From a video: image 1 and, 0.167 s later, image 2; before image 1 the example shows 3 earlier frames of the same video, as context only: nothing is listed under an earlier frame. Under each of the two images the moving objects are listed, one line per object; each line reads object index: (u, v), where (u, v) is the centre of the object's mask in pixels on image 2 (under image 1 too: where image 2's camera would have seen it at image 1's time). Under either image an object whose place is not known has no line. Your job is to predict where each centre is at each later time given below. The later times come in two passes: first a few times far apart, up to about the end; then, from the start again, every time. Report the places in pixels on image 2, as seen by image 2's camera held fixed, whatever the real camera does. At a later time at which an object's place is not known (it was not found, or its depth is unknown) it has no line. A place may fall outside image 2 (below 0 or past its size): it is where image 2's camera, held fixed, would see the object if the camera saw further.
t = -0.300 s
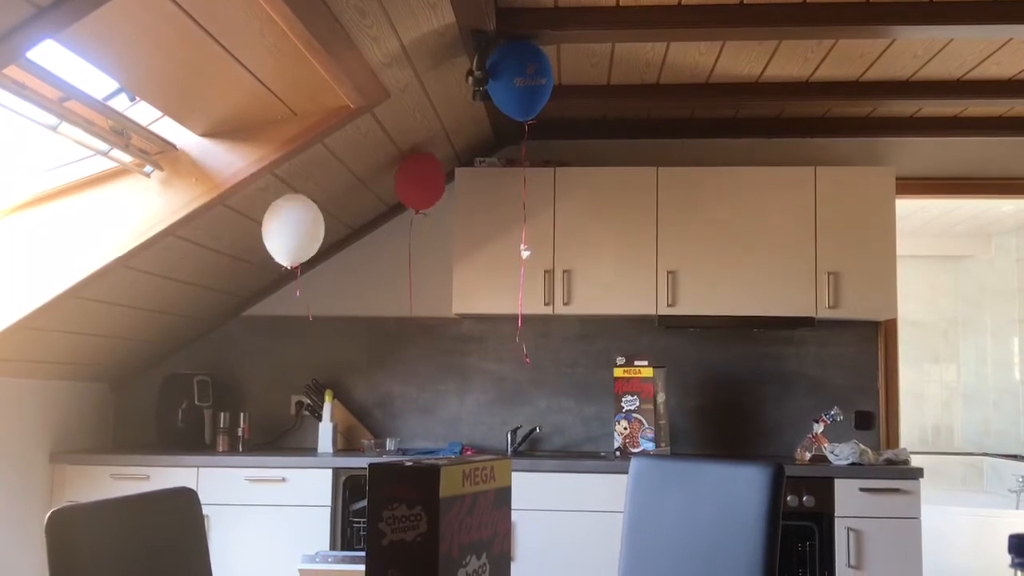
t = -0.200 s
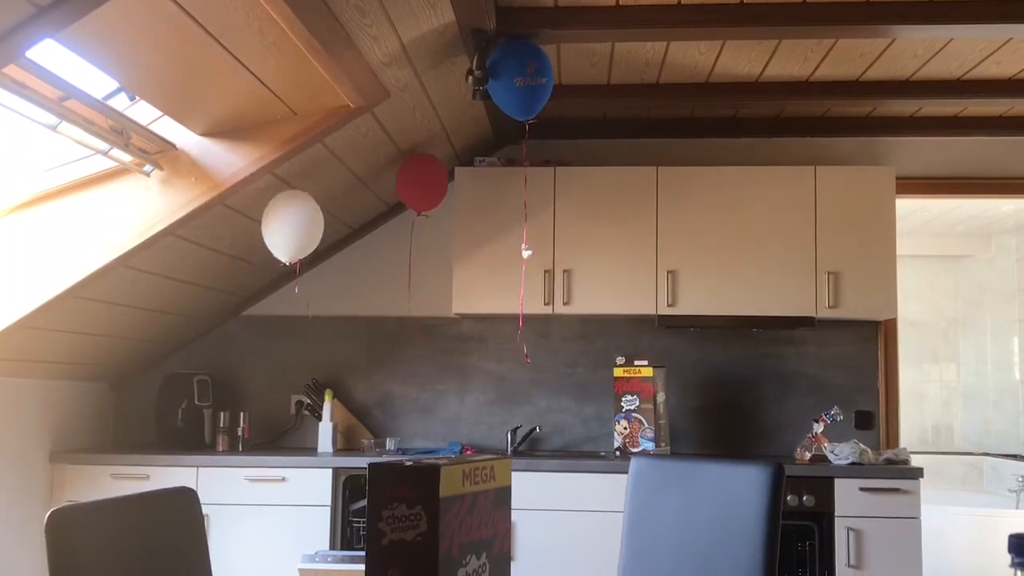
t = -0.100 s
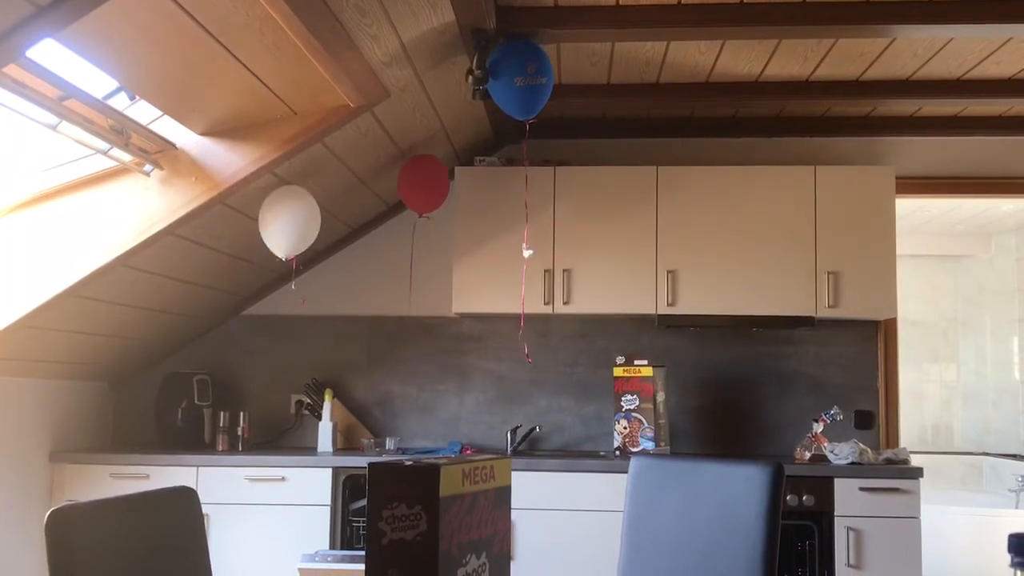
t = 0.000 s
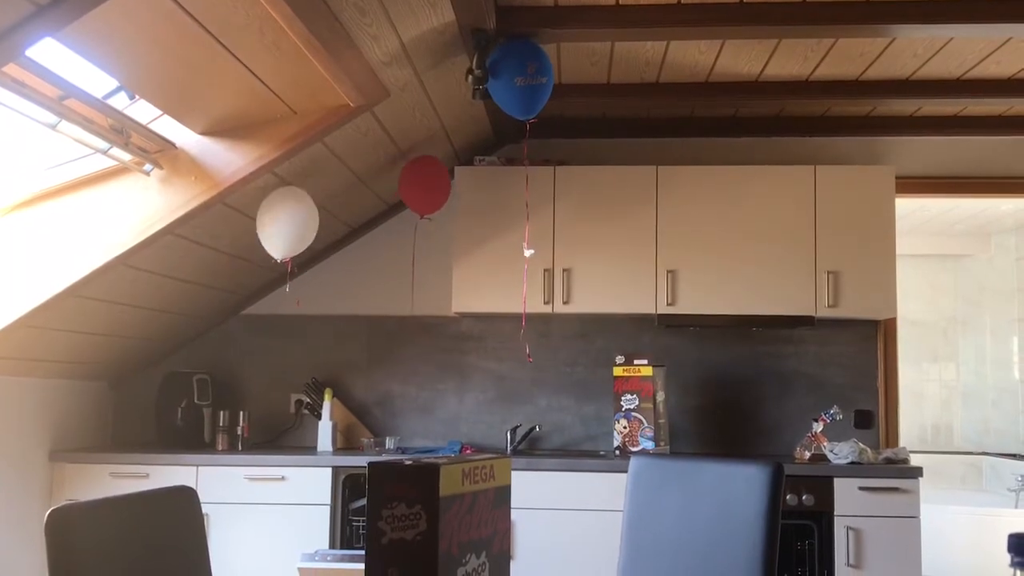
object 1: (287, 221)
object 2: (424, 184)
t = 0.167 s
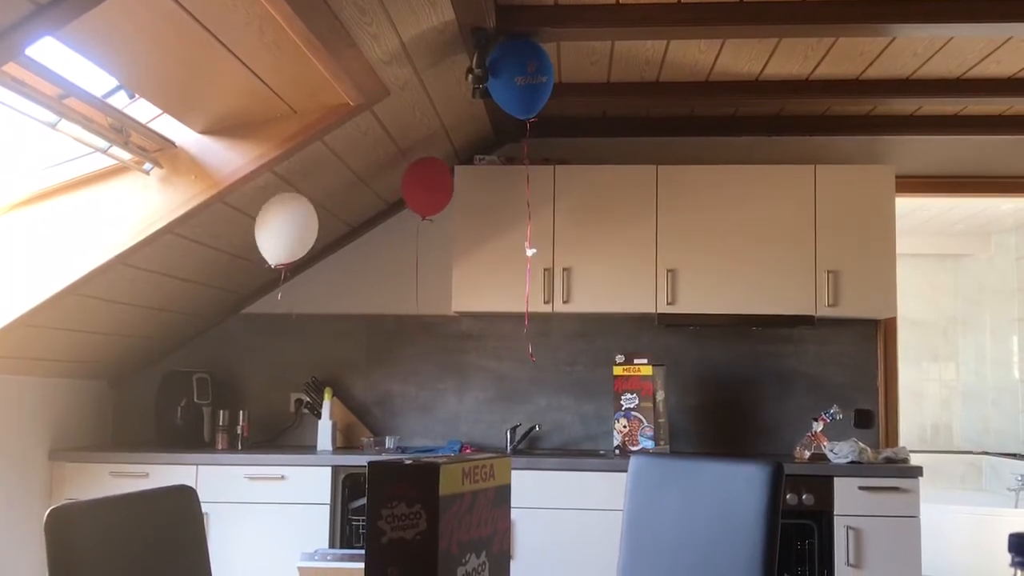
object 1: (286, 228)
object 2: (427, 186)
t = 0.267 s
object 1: (286, 231)
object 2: (428, 187)
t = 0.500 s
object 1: (292, 236)
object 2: (430, 188)
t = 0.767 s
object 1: (311, 253)
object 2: (431, 186)
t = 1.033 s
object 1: (336, 291)
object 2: (428, 182)
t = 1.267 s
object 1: (362, 352)
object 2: (425, 177)
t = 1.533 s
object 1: (381, 399)
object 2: (419, 172)
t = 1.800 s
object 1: (376, 420)
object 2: (418, 175)
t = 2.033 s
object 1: (364, 423)
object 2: (417, 177)
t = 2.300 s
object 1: (356, 416)
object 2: (415, 179)
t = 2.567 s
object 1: (352, 412)
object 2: (413, 179)
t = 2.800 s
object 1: (351, 409)
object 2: (409, 178)
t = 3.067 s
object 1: (350, 402)
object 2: (404, 175)
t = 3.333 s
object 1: (351, 389)
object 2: (402, 176)
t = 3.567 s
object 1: (354, 376)
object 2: (401, 177)
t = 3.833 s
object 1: (357, 362)
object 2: (399, 176)
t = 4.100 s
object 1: (356, 345)
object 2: (397, 176)
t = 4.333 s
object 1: (354, 328)
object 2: (397, 176)
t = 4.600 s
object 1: (352, 310)
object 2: (397, 175)
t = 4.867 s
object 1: (353, 294)
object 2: (397, 175)
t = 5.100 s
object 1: (368, 267)
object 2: (394, 176)
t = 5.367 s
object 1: (395, 247)
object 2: (392, 177)
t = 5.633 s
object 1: (409, 247)
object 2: (389, 178)
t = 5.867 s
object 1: (410, 257)
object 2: (386, 180)
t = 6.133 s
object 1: (400, 273)
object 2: (380, 184)
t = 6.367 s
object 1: (385, 284)
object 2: (375, 186)
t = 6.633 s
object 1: (373, 295)
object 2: (370, 190)
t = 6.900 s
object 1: (369, 303)
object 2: (365, 197)
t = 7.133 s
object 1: (371, 310)
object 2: (359, 202)
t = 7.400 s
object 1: (377, 316)
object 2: (352, 207)
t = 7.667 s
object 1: (385, 321)
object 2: (343, 210)
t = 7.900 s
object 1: (392, 323)
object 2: (333, 212)
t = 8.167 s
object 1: (398, 324)
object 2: (319, 212)
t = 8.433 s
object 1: (402, 323)
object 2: (309, 219)
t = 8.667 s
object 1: (403, 322)
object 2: (299, 223)
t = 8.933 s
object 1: (399, 320)
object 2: (286, 226)
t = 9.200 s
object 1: (396, 316)
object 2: (274, 231)
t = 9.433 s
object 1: (392, 312)
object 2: (265, 234)
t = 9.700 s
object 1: (385, 308)
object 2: (252, 235)
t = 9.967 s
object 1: (375, 303)
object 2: (243, 234)
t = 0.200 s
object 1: (286, 229)
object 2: (428, 187)
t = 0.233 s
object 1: (286, 230)
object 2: (428, 187)
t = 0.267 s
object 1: (286, 231)
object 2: (428, 187)
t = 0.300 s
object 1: (286, 231)
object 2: (428, 187)
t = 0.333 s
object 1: (287, 232)
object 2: (429, 188)
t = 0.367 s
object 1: (288, 233)
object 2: (429, 188)
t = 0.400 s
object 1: (288, 233)
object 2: (430, 188)
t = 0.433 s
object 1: (290, 234)
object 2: (430, 188)
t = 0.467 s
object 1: (291, 235)
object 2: (430, 188)
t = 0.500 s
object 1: (292, 236)
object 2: (430, 188)
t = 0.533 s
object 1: (294, 237)
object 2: (431, 188)
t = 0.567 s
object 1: (296, 239)
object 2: (431, 188)
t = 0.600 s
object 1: (298, 241)
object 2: (431, 188)
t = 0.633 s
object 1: (300, 243)
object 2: (431, 188)
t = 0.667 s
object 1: (303, 245)
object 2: (431, 187)
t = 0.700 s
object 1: (306, 247)
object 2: (431, 187)
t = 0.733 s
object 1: (309, 250)
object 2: (431, 187)
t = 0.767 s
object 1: (311, 253)
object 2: (431, 186)
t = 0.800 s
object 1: (314, 256)
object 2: (430, 186)
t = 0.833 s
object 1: (317, 260)
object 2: (430, 185)
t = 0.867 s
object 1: (320, 263)
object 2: (430, 185)
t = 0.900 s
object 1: (323, 267)
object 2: (430, 185)
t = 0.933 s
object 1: (326, 273)
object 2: (430, 184)
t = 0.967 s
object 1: (329, 278)
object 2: (429, 184)
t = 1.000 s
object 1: (333, 284)
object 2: (429, 183)
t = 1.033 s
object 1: (336, 291)
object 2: (428, 182)
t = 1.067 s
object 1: (340, 299)
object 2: (428, 182)
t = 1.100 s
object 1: (343, 307)
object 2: (427, 181)
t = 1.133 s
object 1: (347, 315)
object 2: (427, 180)
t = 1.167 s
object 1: (351, 325)
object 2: (426, 180)
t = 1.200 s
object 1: (354, 334)
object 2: (426, 179)
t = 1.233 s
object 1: (358, 343)
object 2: (426, 178)
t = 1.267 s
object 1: (362, 352)
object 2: (425, 177)
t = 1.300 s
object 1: (365, 361)
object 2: (425, 177)
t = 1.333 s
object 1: (368, 368)
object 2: (424, 176)
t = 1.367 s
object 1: (371, 375)
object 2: (422, 175)
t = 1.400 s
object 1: (374, 381)
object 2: (422, 174)
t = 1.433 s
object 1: (376, 387)
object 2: (421, 173)
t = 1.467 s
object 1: (378, 392)
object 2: (420, 173)
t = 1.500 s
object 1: (379, 396)
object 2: (420, 172)
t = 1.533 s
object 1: (381, 399)
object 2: (419, 172)
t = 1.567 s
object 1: (381, 403)
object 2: (419, 172)
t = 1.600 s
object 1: (381, 406)
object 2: (419, 173)
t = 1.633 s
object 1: (381, 409)
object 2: (419, 173)
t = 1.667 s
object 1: (381, 412)
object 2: (419, 174)
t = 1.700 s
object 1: (380, 414)
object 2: (419, 174)
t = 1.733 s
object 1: (379, 417)
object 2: (418, 174)
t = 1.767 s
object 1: (378, 419)
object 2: (418, 175)
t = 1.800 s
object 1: (376, 420)
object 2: (418, 175)
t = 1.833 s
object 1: (375, 421)
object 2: (418, 176)
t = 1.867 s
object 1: (373, 423)
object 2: (418, 176)
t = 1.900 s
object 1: (371, 423)
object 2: (418, 177)
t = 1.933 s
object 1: (369, 424)
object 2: (418, 177)
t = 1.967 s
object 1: (367, 424)
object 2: (418, 177)
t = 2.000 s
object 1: (366, 424)
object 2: (417, 177)
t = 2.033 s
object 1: (364, 423)
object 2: (417, 177)
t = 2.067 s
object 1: (363, 422)
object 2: (416, 178)
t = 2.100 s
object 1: (361, 421)
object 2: (416, 178)
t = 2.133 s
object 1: (360, 420)
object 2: (416, 178)
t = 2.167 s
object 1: (359, 420)
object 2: (416, 179)
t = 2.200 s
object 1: (358, 419)
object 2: (416, 179)
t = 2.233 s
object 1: (357, 418)
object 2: (416, 179)
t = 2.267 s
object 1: (357, 417)
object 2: (416, 179)
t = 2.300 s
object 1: (356, 416)
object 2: (415, 179)
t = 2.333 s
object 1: (355, 416)
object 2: (414, 179)
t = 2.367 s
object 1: (355, 415)
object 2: (414, 179)
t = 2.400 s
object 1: (354, 415)
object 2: (414, 179)
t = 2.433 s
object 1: (354, 414)
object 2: (414, 179)
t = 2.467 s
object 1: (354, 414)
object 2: (413, 179)
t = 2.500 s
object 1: (353, 413)
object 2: (413, 179)
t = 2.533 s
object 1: (353, 413)
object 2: (413, 179)
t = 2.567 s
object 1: (352, 412)
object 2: (413, 179)
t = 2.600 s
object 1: (352, 412)
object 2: (412, 179)
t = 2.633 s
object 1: (352, 412)
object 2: (412, 179)
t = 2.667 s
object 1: (352, 411)
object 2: (411, 179)
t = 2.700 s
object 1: (351, 411)
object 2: (411, 178)
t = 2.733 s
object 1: (351, 410)
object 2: (410, 178)
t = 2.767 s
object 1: (351, 410)
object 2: (410, 178)
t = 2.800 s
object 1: (351, 409)
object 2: (409, 178)
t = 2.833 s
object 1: (350, 409)
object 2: (409, 177)
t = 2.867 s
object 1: (350, 408)
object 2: (407, 177)
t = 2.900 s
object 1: (350, 407)
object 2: (407, 177)
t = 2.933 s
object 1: (350, 406)
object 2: (407, 176)
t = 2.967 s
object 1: (350, 405)
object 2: (406, 176)
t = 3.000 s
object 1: (350, 404)
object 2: (405, 176)
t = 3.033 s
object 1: (350, 403)
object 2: (404, 175)
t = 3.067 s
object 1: (350, 402)
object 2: (404, 175)
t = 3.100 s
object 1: (350, 400)
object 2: (404, 175)
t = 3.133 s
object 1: (350, 399)
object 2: (403, 175)
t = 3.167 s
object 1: (350, 398)
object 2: (403, 175)
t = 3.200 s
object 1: (350, 396)
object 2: (403, 175)
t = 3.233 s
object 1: (350, 395)
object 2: (402, 175)
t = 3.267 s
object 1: (351, 393)
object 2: (402, 176)
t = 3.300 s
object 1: (351, 391)
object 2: (402, 176)
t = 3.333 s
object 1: (351, 389)
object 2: (402, 176)
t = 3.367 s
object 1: (351, 388)
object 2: (401, 176)
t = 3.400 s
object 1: (352, 386)
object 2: (401, 176)
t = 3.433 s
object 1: (352, 384)
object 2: (401, 176)
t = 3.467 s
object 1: (352, 382)
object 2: (401, 177)
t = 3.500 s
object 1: (353, 380)
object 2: (401, 177)
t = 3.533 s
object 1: (353, 378)
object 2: (401, 177)
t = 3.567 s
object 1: (354, 376)
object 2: (401, 177)
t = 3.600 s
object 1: (354, 375)
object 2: (400, 177)
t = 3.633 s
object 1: (355, 373)
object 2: (400, 177)
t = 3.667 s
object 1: (355, 371)
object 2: (400, 177)
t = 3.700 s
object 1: (356, 369)
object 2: (399, 177)
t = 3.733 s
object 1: (356, 367)
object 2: (399, 176)
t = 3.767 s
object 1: (357, 366)
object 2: (399, 176)
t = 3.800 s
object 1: (357, 364)
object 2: (399, 176)
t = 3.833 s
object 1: (357, 362)
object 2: (399, 176)
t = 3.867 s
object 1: (357, 360)
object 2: (398, 176)
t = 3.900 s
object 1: (357, 359)
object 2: (398, 176)
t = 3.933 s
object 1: (357, 356)
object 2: (398, 176)
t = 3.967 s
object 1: (357, 354)
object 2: (398, 176)
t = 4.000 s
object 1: (357, 352)
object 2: (397, 176)
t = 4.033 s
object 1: (357, 350)
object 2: (397, 176)
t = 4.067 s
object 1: (357, 347)
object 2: (397, 176)
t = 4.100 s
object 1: (356, 345)
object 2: (397, 176)
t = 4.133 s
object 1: (356, 342)
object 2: (397, 176)
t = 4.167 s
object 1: (356, 340)
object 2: (397, 176)
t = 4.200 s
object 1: (355, 337)
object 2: (397, 176)
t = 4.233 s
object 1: (355, 335)
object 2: (397, 176)
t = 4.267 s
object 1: (355, 332)
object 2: (397, 176)
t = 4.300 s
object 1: (354, 330)
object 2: (397, 176)
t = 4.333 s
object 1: (354, 328)
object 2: (397, 176)
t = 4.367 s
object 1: (353, 325)
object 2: (397, 176)
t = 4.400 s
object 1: (353, 323)
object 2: (397, 176)
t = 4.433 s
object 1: (352, 321)
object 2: (397, 175)
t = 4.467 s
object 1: (352, 319)
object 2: (397, 176)
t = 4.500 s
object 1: (352, 316)
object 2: (397, 175)
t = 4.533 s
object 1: (352, 314)
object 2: (397, 175)
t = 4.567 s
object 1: (352, 312)
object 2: (397, 175)
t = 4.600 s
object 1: (352, 310)
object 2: (397, 175)
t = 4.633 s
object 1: (352, 308)
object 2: (397, 175)
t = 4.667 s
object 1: (352, 306)
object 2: (397, 175)
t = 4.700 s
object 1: (352, 304)
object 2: (397, 175)
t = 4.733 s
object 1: (352, 302)
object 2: (397, 175)
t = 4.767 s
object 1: (352, 300)
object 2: (396, 175)
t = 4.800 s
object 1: (352, 298)
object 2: (397, 175)
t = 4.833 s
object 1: (353, 296)
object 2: (397, 175)
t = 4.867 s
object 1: (353, 294)
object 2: (397, 175)
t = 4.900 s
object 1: (354, 291)
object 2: (396, 175)
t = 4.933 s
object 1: (356, 287)
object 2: (396, 175)
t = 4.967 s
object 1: (358, 284)
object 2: (396, 175)
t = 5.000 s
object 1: (360, 280)
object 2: (395, 175)
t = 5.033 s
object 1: (362, 275)
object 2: (396, 175)
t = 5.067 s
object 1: (365, 271)
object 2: (395, 176)
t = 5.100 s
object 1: (368, 267)
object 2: (394, 176)
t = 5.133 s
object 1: (371, 263)
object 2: (394, 176)
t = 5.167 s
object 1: (374, 260)
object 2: (394, 176)
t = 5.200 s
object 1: (377, 257)
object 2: (393, 176)
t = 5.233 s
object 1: (381, 254)
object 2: (393, 176)
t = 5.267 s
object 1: (384, 252)
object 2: (393, 176)
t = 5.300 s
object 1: (388, 250)
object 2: (393, 176)
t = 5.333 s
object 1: (391, 248)
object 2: (392, 177)
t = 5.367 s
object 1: (395, 247)
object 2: (392, 177)
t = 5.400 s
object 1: (398, 246)
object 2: (392, 177)
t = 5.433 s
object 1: (400, 245)
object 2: (391, 177)
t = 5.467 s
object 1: (402, 245)
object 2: (391, 177)
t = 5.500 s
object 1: (404, 245)
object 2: (390, 178)
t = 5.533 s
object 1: (406, 245)
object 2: (389, 178)
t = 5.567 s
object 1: (407, 245)
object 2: (389, 178)
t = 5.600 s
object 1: (408, 246)
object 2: (389, 178)
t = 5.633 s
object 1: (409, 247)
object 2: (389, 178)
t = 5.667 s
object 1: (410, 248)
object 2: (388, 179)
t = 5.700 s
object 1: (410, 249)
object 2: (388, 179)
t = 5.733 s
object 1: (411, 250)
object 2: (387, 179)
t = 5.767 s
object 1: (411, 252)
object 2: (386, 180)
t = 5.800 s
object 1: (411, 254)
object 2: (386, 180)
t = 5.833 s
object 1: (410, 255)
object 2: (386, 180)
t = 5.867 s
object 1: (410, 257)
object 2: (386, 180)
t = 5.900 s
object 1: (409, 259)
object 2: (385, 181)
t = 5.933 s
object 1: (408, 261)
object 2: (384, 181)
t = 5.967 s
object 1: (407, 263)
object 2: (384, 181)
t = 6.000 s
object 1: (406, 265)
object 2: (383, 182)
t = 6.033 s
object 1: (405, 267)
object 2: (382, 182)
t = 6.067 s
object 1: (403, 269)
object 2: (381, 183)
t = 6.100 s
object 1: (401, 271)
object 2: (380, 183)
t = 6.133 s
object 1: (400, 273)
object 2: (380, 184)
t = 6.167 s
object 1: (398, 274)
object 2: (379, 184)
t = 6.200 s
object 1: (396, 276)
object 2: (379, 184)
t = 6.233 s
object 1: (394, 278)
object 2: (378, 185)
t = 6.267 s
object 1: (392, 280)
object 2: (377, 185)
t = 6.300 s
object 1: (390, 282)
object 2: (377, 185)
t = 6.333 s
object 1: (388, 283)
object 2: (376, 185)
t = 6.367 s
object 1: (385, 284)
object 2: (375, 186)
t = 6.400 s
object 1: (383, 286)
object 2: (375, 186)
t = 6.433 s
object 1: (381, 287)
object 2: (374, 187)
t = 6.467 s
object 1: (380, 289)
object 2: (373, 188)
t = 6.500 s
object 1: (378, 290)
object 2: (372, 188)
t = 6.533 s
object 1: (377, 291)
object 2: (372, 189)
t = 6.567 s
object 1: (375, 292)
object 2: (371, 189)
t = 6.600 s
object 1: (374, 294)
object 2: (370, 190)
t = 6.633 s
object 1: (373, 295)
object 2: (370, 190)
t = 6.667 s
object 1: (372, 296)
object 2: (369, 191)
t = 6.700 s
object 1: (371, 297)
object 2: (368, 192)
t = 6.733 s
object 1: (370, 298)
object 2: (368, 193)
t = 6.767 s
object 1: (370, 299)
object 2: (367, 194)
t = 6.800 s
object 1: (370, 300)
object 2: (366, 195)
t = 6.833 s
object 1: (369, 302)
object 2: (366, 196)
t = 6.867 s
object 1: (369, 303)
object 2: (365, 197)
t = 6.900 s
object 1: (369, 303)
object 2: (365, 197)
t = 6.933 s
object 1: (369, 304)
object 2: (364, 198)
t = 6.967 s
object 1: (369, 305)
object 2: (364, 198)
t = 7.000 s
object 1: (369, 306)
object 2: (363, 199)
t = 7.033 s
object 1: (370, 307)
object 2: (362, 201)
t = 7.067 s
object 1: (370, 308)
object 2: (360, 201)
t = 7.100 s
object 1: (371, 309)
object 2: (360, 202)
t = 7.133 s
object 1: (371, 310)
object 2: (359, 202)
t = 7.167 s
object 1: (372, 311)
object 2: (358, 203)
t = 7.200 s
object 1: (372, 311)
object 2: (358, 203)
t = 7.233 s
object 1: (373, 312)
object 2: (357, 204)
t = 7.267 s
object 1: (374, 313)
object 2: (356, 204)
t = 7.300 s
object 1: (375, 314)
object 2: (355, 205)
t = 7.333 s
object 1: (375, 315)
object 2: (354, 206)
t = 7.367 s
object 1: (376, 316)
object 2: (353, 206)
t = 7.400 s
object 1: (377, 316)
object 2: (352, 207)
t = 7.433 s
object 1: (378, 317)
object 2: (351, 208)
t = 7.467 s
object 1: (379, 318)
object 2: (350, 208)
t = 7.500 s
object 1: (380, 318)
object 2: (349, 208)
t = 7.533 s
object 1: (381, 319)
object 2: (348, 209)
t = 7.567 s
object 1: (382, 319)
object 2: (347, 209)
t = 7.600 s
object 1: (383, 320)
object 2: (346, 209)
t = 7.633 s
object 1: (384, 321)
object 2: (345, 210)
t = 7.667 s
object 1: (385, 321)
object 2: (343, 210)
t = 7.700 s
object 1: (386, 321)
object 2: (341, 211)
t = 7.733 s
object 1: (387, 322)
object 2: (340, 211)
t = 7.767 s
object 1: (388, 322)
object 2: (339, 211)
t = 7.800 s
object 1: (389, 322)
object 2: (337, 211)
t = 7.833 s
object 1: (390, 323)
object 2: (335, 212)
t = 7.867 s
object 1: (391, 323)
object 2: (334, 212)
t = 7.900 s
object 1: (392, 323)
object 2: (333, 212)
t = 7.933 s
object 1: (393, 323)
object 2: (331, 212)
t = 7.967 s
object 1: (394, 323)
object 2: (330, 212)
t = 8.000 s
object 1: (395, 324)
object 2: (328, 212)
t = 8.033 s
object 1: (396, 324)
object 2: (326, 212)
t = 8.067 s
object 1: (396, 324)
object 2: (325, 212)
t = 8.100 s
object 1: (397, 324)
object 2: (323, 213)
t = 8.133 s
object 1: (398, 324)
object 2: (321, 212)
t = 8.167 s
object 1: (398, 324)
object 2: (319, 212)
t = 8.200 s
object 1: (399, 324)
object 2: (317, 213)
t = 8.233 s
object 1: (399, 323)
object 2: (316, 214)
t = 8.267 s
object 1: (400, 323)
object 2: (316, 215)
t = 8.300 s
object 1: (400, 323)
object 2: (315, 215)
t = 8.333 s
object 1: (401, 323)
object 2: (313, 216)
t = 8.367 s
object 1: (401, 323)
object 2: (312, 217)
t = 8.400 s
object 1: (402, 323)
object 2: (310, 218)
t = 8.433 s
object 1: (402, 323)
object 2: (309, 219)
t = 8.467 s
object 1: (402, 323)
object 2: (308, 219)
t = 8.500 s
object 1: (402, 322)
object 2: (306, 220)
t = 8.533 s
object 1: (403, 322)
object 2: (305, 220)
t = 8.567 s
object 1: (403, 322)
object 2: (304, 221)
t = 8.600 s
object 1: (403, 322)
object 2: (303, 222)
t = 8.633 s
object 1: (403, 322)
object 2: (301, 222)
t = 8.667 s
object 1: (403, 322)
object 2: (299, 223)
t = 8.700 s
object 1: (402, 321)
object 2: (298, 223)
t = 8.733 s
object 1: (402, 321)
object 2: (297, 224)
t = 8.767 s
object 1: (402, 321)
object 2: (295, 224)
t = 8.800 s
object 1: (401, 321)
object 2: (293, 225)
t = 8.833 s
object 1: (401, 321)
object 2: (291, 225)
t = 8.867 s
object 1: (400, 320)
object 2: (290, 226)
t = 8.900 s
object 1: (400, 320)
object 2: (289, 226)
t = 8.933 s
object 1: (399, 320)
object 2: (286, 226)
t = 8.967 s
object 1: (399, 320)
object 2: (285, 227)
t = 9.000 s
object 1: (398, 319)
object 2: (283, 227)
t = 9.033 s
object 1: (398, 319)
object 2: (281, 227)
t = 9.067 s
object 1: (397, 318)
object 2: (280, 228)
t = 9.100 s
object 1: (397, 318)
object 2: (278, 229)
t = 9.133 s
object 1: (396, 317)
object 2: (277, 229)
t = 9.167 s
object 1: (396, 317)
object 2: (275, 230)
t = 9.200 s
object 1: (396, 316)
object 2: (274, 231)
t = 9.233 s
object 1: (395, 316)
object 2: (273, 232)
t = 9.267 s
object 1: (395, 315)
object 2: (272, 232)
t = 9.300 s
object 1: (394, 315)
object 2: (271, 232)
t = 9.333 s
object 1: (394, 314)
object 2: (269, 233)
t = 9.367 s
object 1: (393, 313)
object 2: (268, 234)
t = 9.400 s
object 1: (392, 313)
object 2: (267, 234)
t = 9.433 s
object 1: (392, 312)
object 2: (265, 234)
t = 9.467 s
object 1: (391, 312)
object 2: (263, 234)
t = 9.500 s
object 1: (390, 311)
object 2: (261, 234)
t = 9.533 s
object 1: (389, 311)
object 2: (259, 234)
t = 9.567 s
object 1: (389, 310)
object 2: (258, 235)
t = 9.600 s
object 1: (388, 309)
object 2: (257, 235)
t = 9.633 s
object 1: (387, 309)
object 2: (256, 235)
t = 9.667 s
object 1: (386, 308)
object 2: (254, 235)
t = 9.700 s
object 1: (385, 308)
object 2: (252, 235)
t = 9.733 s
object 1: (384, 307)
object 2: (251, 235)
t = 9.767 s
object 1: (382, 307)
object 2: (249, 235)
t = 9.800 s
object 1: (381, 306)
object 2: (248, 235)
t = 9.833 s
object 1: (380, 306)
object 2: (247, 235)
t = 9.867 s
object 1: (379, 305)
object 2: (246, 235)
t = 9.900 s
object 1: (377, 305)
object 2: (245, 235)
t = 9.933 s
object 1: (376, 304)
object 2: (244, 235)
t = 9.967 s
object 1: (375, 303)
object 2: (243, 234)
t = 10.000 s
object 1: (374, 303)
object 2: (242, 235)
